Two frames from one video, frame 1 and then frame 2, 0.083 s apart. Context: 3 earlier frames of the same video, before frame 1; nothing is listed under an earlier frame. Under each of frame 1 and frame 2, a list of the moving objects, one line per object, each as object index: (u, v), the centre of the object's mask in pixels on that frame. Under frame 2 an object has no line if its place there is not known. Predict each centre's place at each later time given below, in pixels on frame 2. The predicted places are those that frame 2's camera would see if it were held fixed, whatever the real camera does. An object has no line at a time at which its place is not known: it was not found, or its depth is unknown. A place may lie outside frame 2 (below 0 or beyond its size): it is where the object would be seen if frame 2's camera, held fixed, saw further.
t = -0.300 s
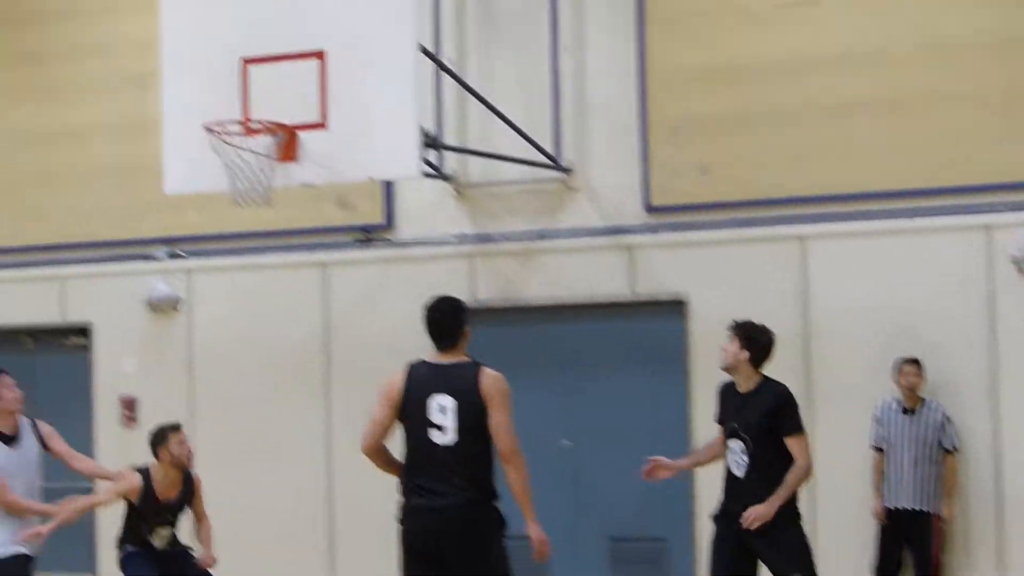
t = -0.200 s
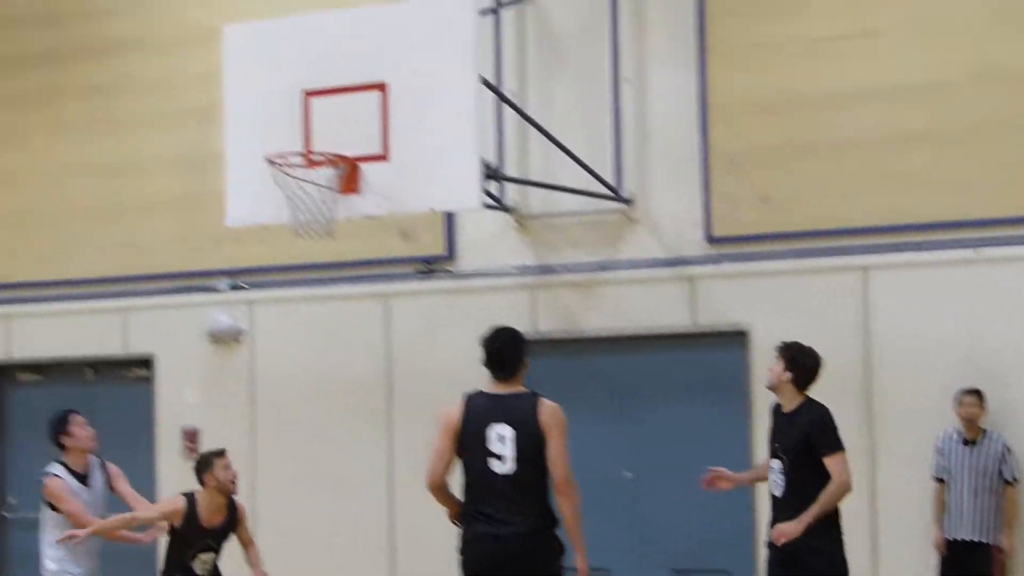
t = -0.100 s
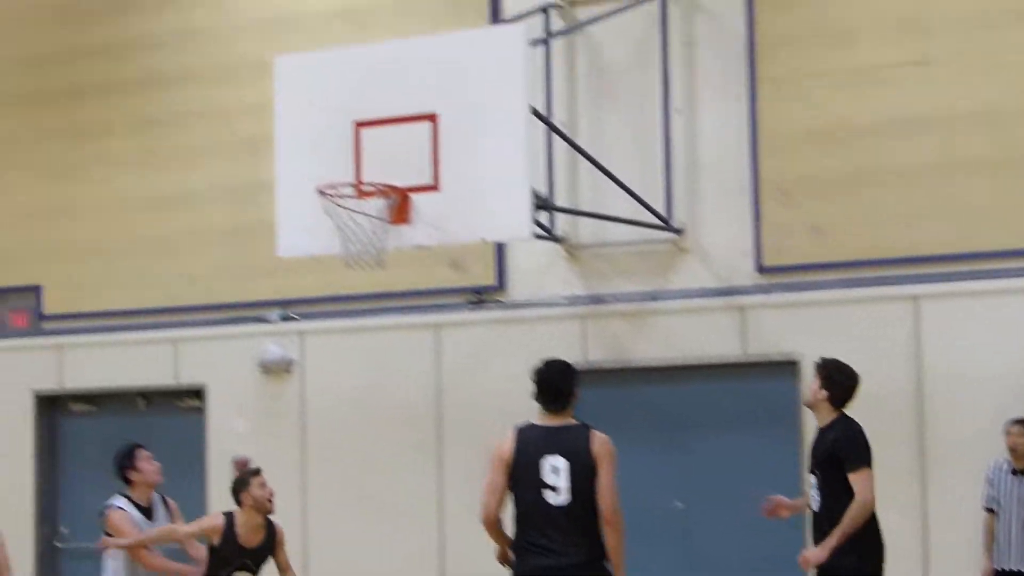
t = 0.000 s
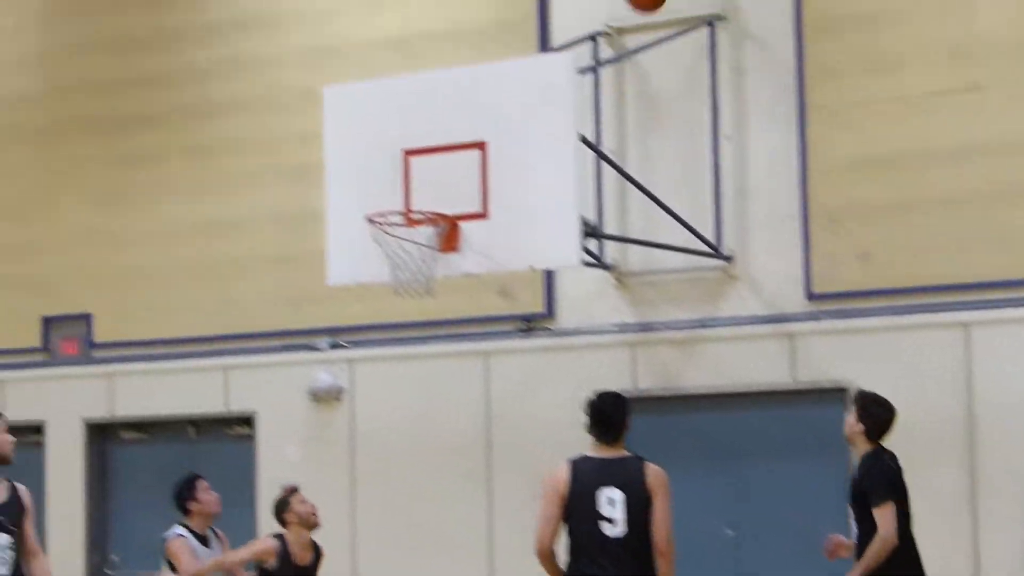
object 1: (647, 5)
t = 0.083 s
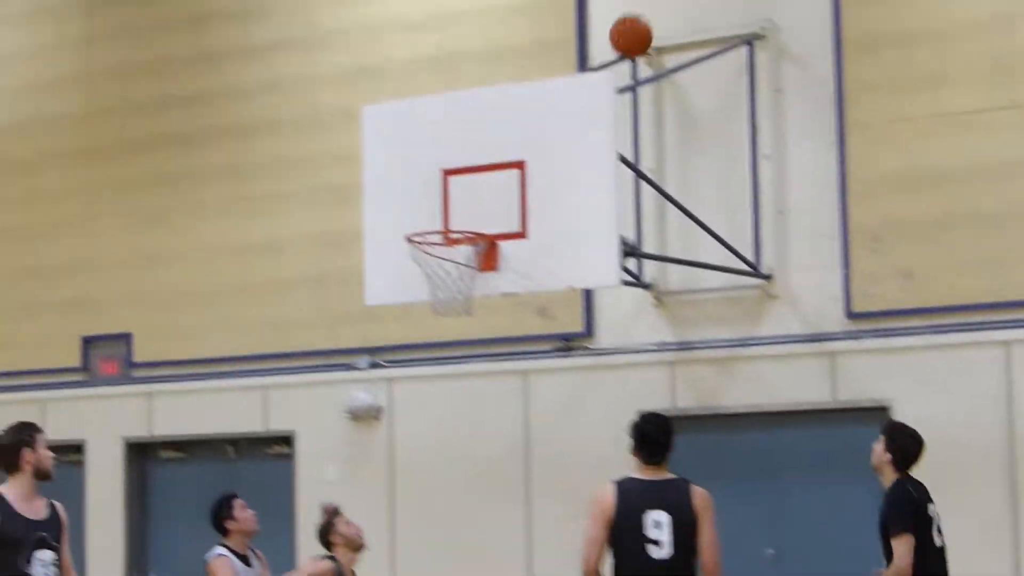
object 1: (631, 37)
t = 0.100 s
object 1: (620, 43)
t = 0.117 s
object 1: (610, 50)
